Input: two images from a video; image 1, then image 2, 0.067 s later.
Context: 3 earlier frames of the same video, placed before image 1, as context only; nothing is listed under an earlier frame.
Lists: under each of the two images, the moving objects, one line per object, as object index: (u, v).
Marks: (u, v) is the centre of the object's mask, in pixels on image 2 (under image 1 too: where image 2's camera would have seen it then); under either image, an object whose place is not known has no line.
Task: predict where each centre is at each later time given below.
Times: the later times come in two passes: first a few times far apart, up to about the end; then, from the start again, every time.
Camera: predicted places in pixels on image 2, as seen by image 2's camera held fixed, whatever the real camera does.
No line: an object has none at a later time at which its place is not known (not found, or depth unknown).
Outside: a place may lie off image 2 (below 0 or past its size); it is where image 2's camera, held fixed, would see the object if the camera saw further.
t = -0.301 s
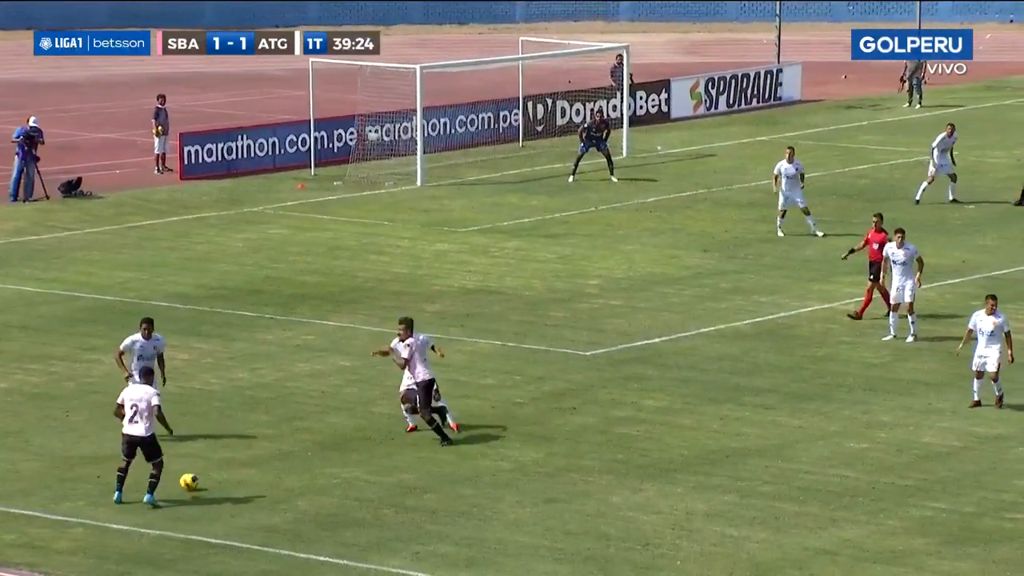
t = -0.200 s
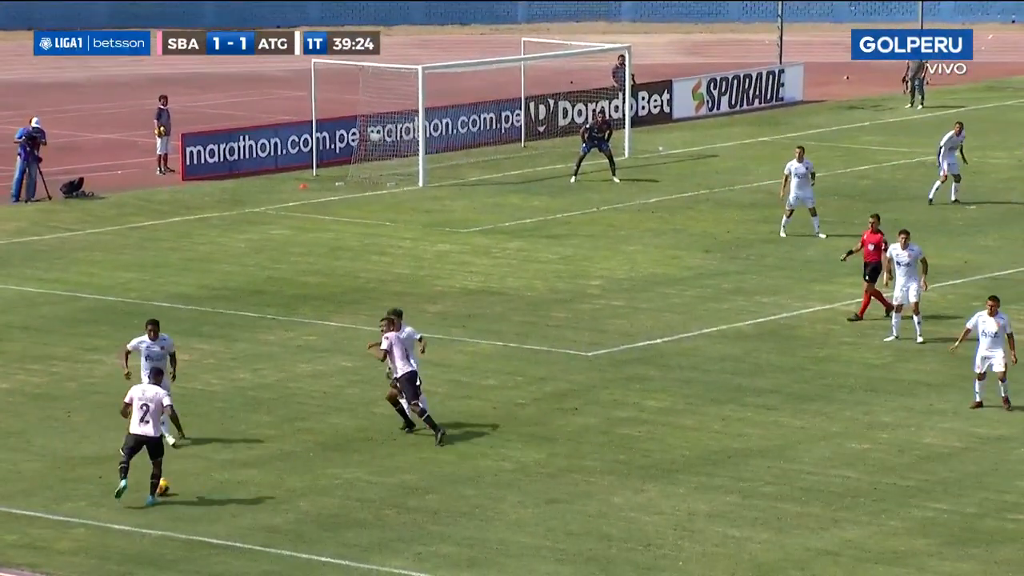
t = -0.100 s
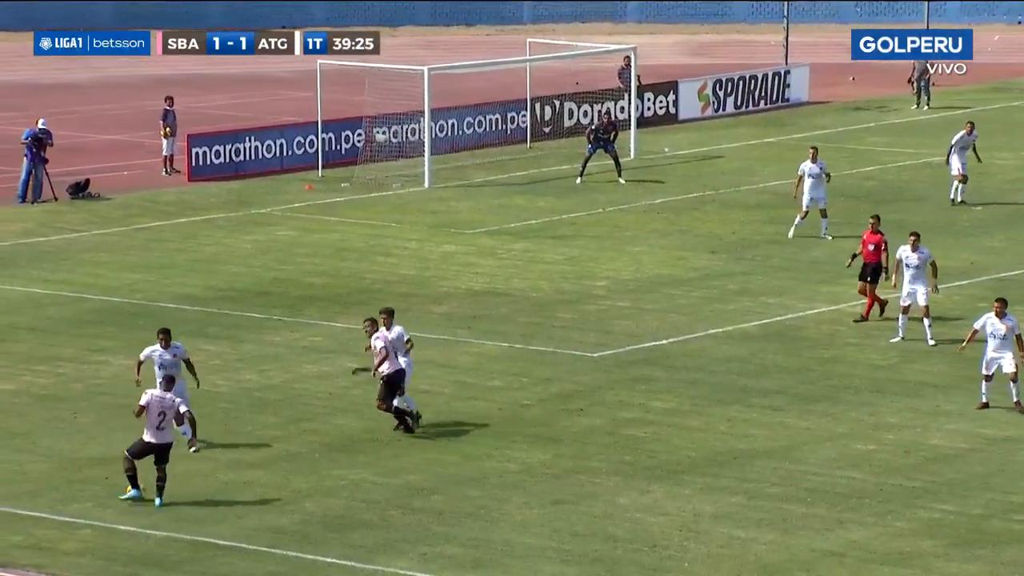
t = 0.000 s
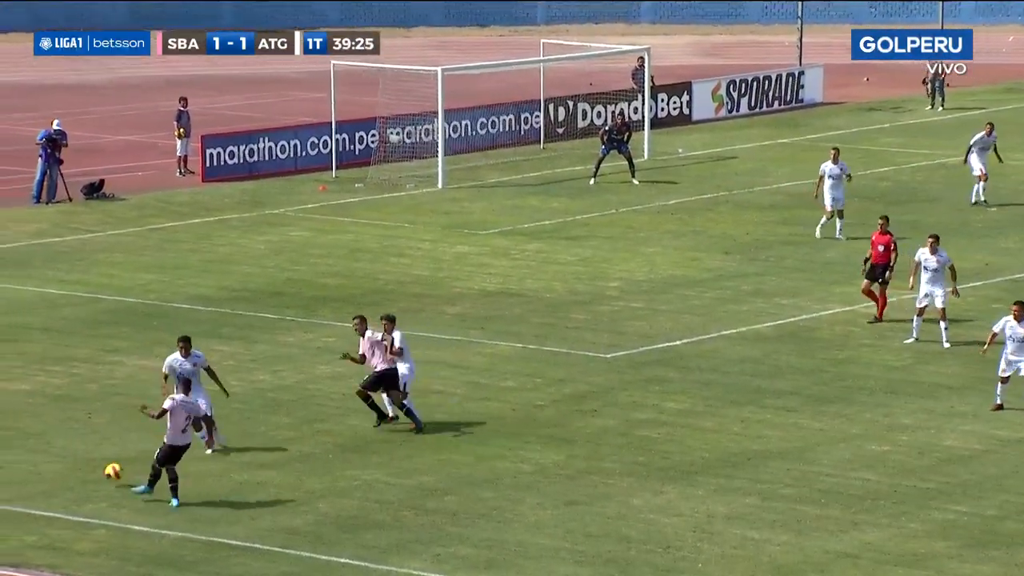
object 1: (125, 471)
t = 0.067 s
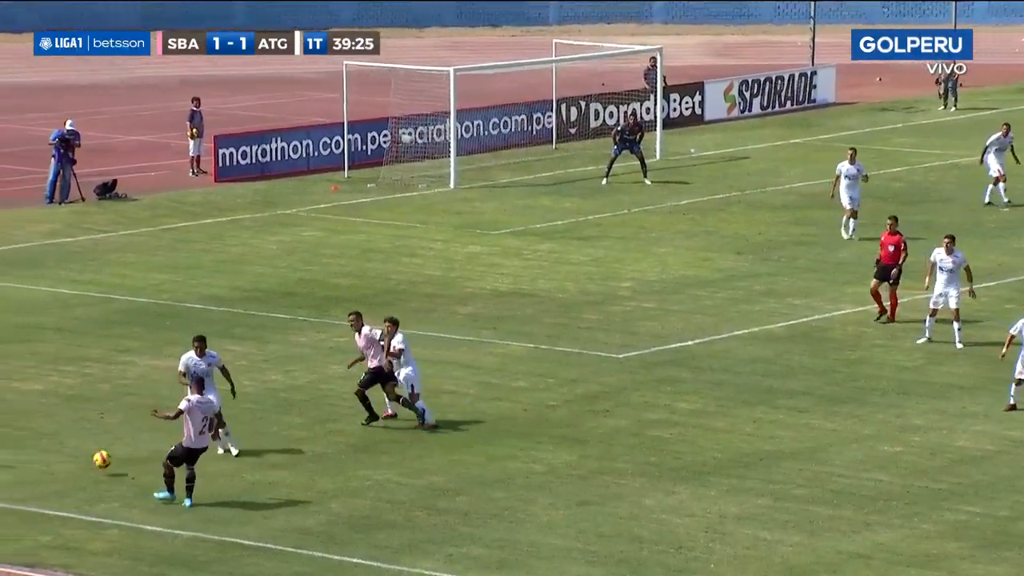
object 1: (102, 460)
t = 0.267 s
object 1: (30, 437)
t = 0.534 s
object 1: (-48, 411)
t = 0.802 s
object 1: (-110, 391)
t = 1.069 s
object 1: (-160, 375)
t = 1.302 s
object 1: (-204, 364)
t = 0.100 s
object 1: (89, 454)
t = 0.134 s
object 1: (78, 450)
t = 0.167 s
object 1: (65, 447)
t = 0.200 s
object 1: (54, 445)
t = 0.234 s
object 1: (40, 442)
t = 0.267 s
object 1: (30, 437)
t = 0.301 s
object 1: (20, 431)
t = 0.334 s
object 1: (11, 425)
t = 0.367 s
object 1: (1, 421)
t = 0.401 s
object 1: (-9, 418)
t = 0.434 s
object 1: (-18, 415)
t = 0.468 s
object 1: (-29, 414)
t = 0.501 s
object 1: (-39, 413)
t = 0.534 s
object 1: (-48, 411)
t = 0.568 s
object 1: (-56, 406)
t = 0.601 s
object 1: (-64, 402)
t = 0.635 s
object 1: (-71, 398)
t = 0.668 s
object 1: (-78, 394)
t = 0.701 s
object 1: (-87, 392)
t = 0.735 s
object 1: (-95, 392)
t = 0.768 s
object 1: (-102, 391)
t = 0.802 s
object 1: (-110, 391)
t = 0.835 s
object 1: (-117, 388)
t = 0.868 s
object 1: (-123, 385)
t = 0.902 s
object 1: (-128, 382)
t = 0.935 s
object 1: (-134, 380)
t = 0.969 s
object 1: (-141, 379)
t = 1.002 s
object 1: (-147, 378)
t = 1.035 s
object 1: (-154, 377)
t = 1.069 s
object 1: (-160, 375)
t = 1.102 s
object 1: (-166, 374)
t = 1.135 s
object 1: (-172, 372)
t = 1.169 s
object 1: (-178, 371)
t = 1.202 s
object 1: (-185, 370)
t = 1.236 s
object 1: (-191, 369)
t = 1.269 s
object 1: (-198, 366)
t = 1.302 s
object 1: (-204, 364)
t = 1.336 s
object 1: (-210, 363)
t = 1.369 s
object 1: (-216, 362)
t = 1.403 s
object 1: (-222, 361)
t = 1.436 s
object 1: (-228, 359)
